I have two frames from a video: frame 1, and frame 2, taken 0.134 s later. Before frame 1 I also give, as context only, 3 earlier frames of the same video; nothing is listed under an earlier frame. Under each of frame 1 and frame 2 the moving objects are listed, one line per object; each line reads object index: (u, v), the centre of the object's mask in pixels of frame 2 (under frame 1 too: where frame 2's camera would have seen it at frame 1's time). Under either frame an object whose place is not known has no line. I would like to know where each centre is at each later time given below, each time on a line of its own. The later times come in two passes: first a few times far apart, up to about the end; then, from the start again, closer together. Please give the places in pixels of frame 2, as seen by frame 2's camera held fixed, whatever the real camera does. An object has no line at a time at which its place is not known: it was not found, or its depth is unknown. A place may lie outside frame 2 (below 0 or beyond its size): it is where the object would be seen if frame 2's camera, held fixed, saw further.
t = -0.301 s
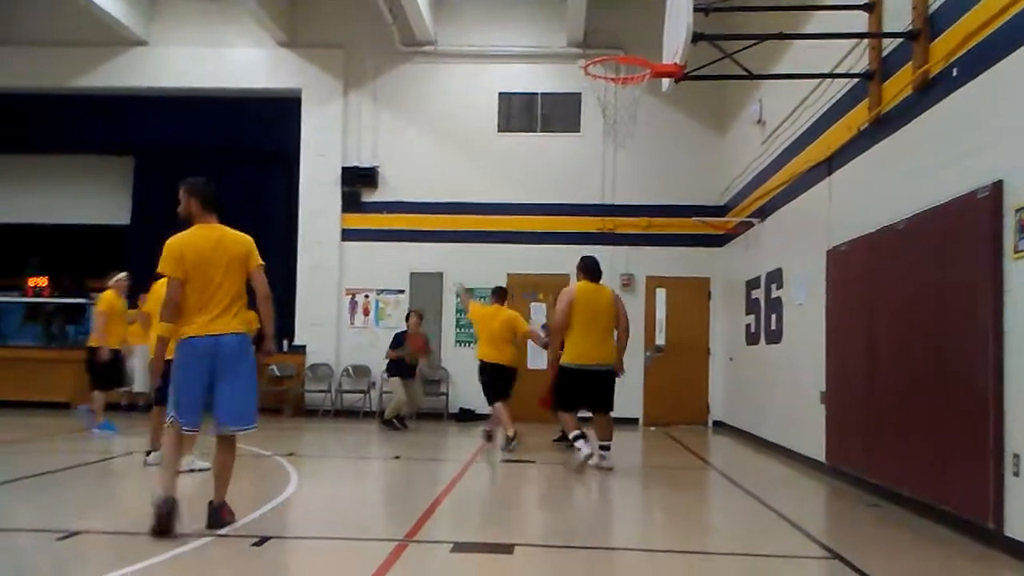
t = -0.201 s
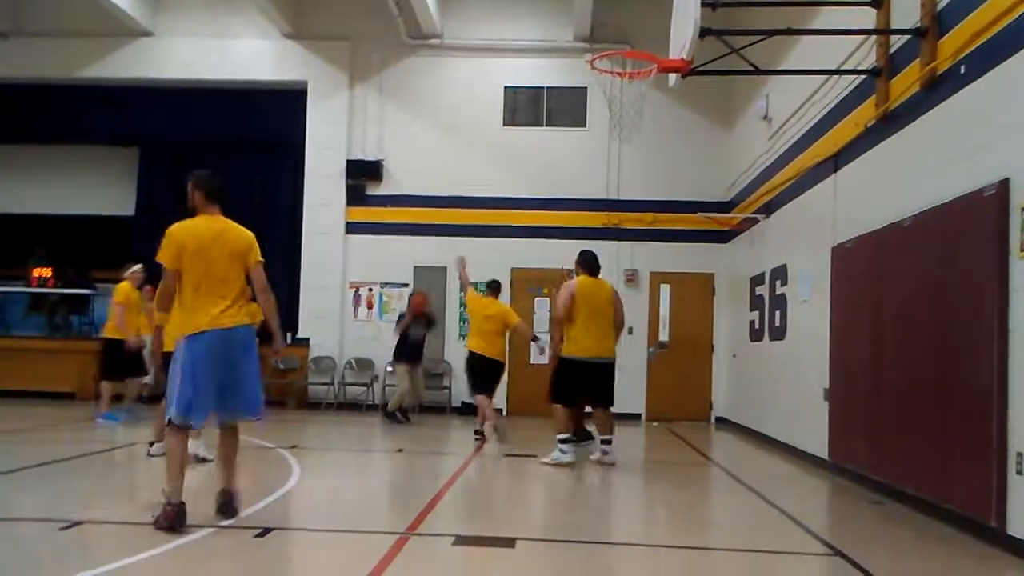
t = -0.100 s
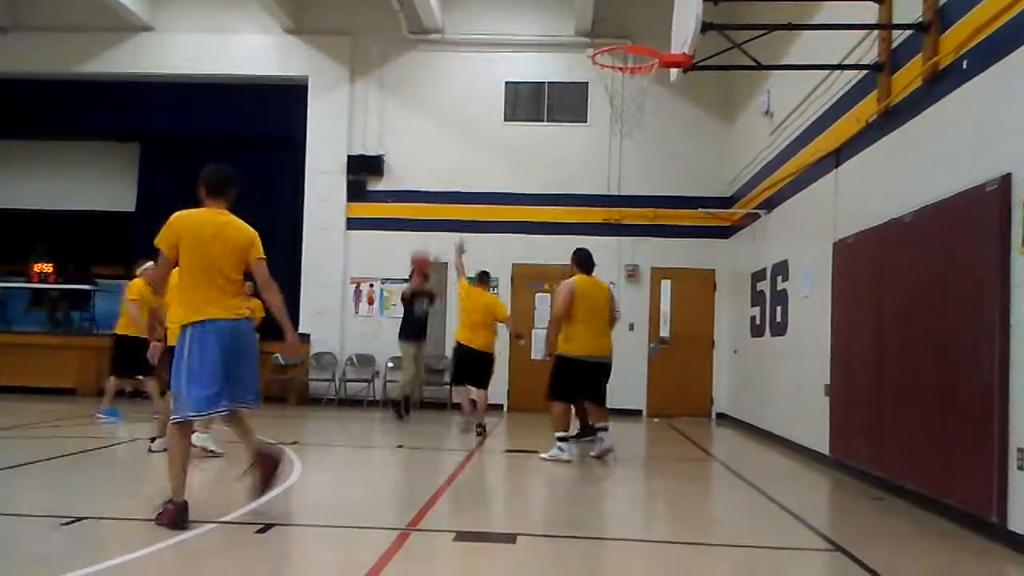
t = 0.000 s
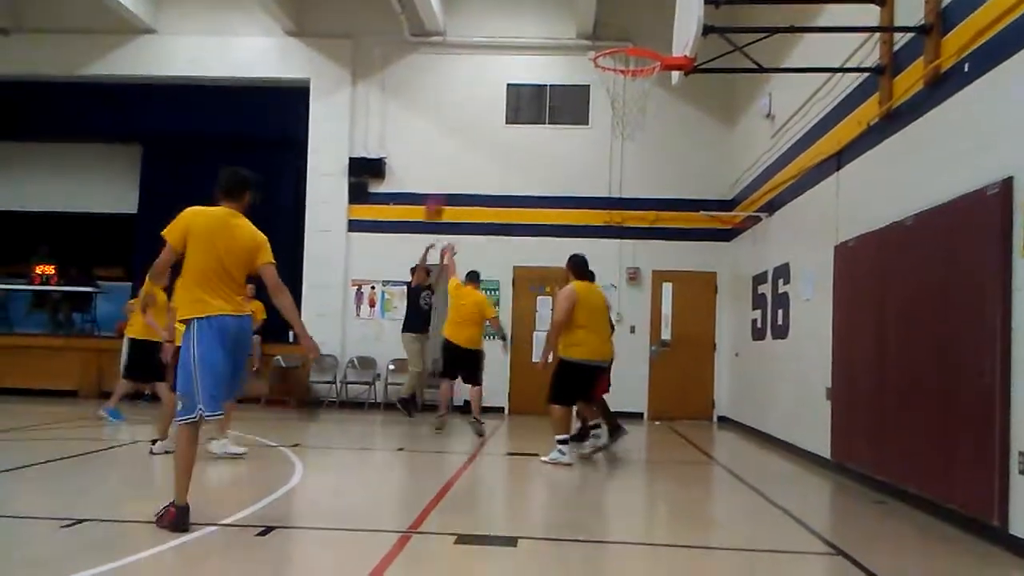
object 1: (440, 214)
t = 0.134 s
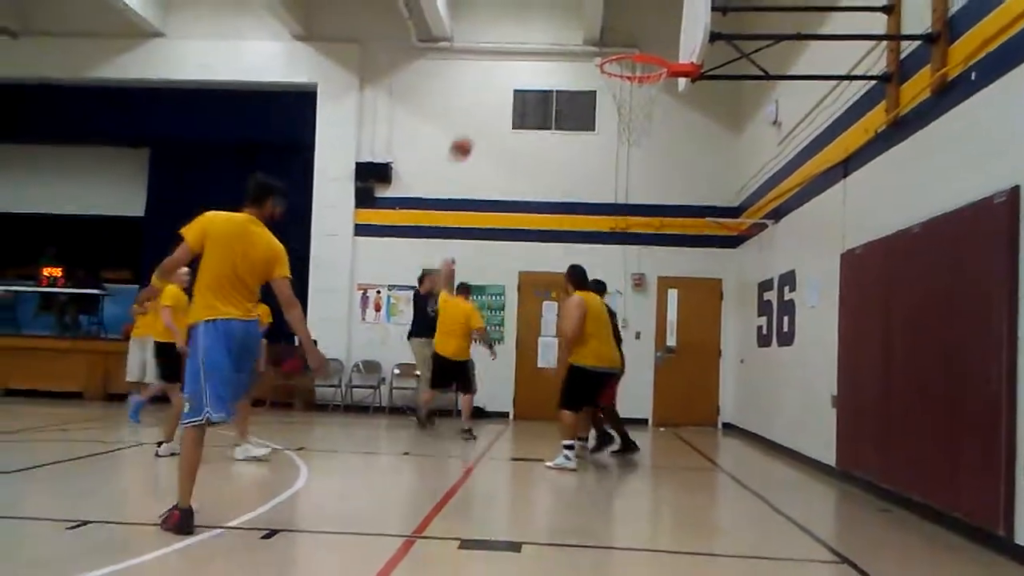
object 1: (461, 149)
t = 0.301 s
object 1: (490, 77)
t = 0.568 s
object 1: (543, 1)
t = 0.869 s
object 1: (618, -5)
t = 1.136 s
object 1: (661, 19)
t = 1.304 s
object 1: (622, 11)
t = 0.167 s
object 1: (466, 133)
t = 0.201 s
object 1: (472, 118)
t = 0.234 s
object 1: (477, 104)
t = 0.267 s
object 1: (483, 90)
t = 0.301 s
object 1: (490, 77)
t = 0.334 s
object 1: (496, 64)
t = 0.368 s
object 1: (503, 53)
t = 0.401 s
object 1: (509, 43)
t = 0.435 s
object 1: (515, 32)
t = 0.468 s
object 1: (522, 23)
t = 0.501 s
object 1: (529, 14)
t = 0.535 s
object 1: (536, 7)
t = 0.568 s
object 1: (543, 1)
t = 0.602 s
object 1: (551, -4)
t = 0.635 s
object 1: (558, -8)
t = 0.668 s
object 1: (566, -12)
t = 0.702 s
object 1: (573, -14)
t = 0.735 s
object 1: (581, -15)
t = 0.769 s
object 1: (590, -15)
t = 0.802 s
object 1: (599, -13)
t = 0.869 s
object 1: (618, -5)
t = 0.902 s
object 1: (625, 1)
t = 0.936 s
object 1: (636, 10)
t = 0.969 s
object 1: (647, 20)
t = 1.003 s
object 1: (657, 32)
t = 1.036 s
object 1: (669, 41)
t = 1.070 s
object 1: (675, 32)
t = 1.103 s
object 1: (668, 25)
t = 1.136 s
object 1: (661, 19)
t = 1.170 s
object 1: (653, 14)
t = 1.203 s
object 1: (646, 11)
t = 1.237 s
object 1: (638, 9)
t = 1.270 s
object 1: (630, 9)
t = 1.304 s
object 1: (622, 11)
